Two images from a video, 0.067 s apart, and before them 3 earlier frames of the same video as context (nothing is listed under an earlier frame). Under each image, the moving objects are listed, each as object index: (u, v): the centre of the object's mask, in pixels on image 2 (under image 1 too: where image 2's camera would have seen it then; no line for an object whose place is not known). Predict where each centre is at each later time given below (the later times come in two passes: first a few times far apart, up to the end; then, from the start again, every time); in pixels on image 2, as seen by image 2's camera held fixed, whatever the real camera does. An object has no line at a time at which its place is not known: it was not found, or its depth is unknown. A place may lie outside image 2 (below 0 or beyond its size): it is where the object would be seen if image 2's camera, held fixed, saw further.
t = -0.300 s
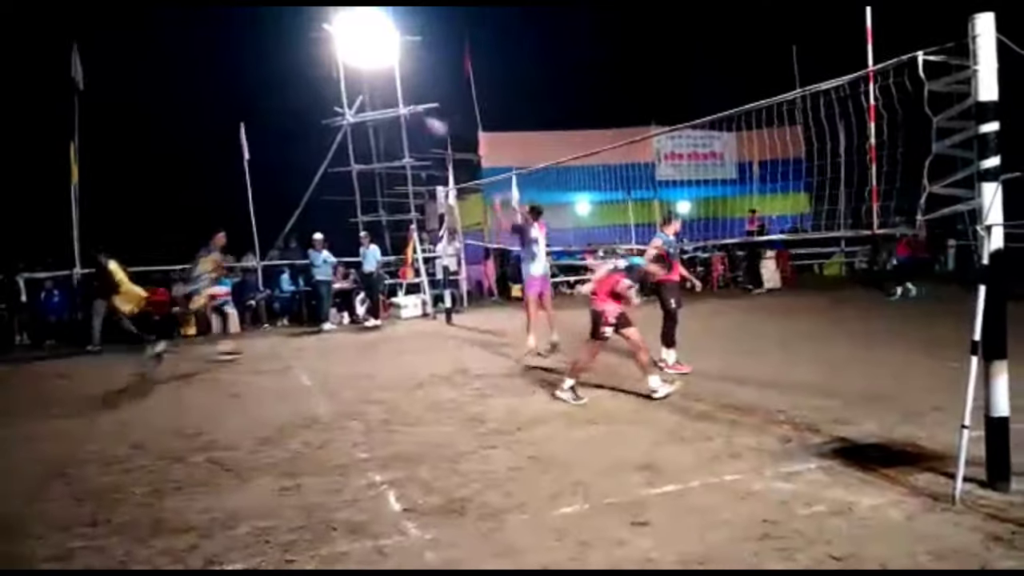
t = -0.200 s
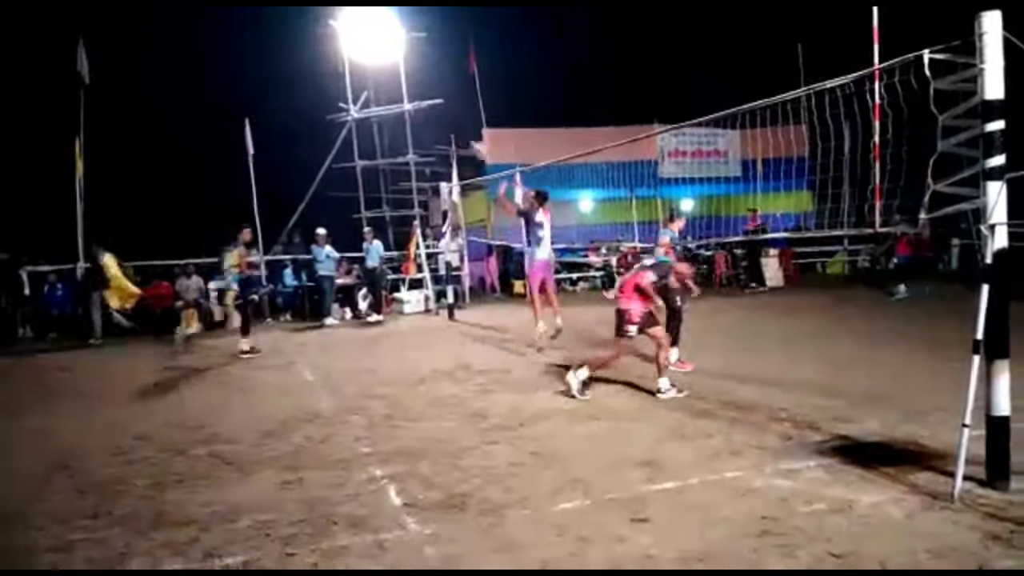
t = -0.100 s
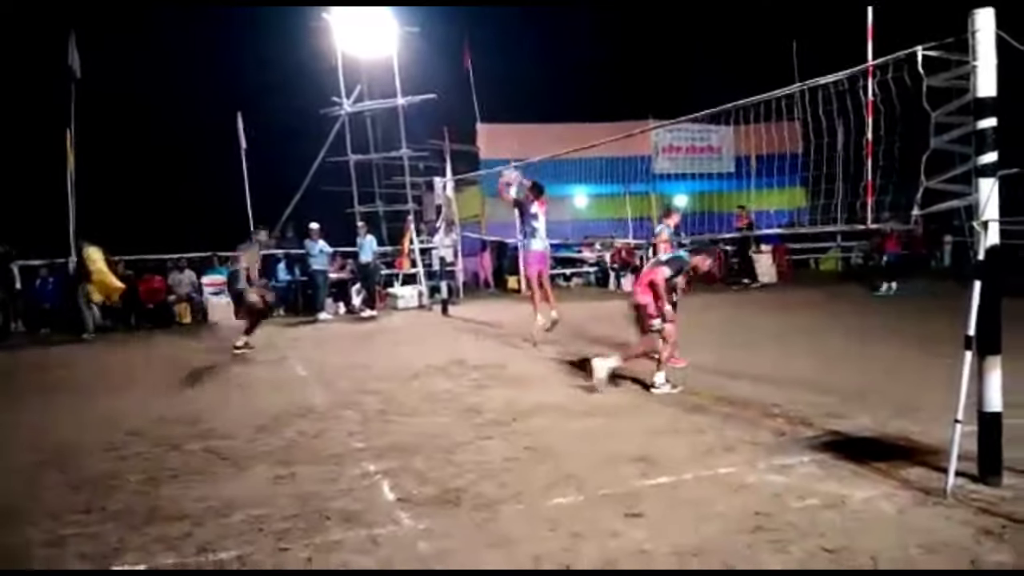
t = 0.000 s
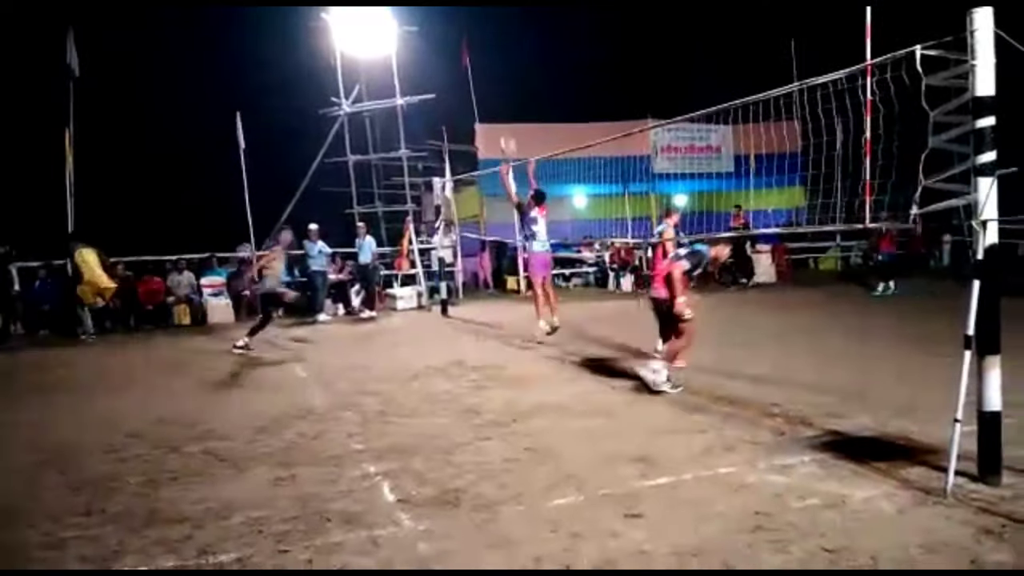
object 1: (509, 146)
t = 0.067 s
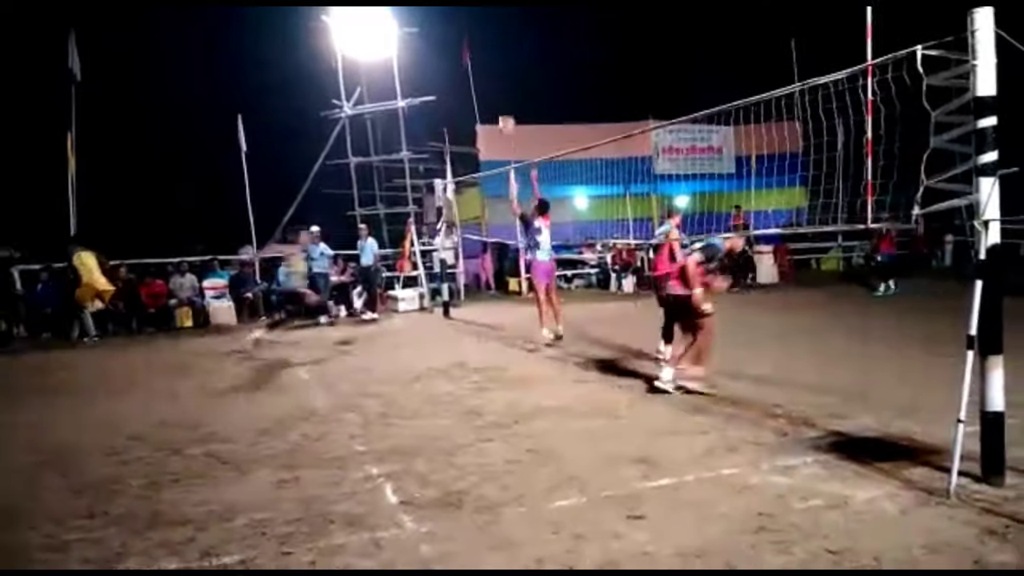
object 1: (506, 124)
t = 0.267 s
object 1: (498, 78)
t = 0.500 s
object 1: (491, 65)
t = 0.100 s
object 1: (505, 115)
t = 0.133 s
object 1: (503, 106)
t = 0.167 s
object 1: (502, 97)
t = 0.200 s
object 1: (501, 90)
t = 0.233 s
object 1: (499, 83)
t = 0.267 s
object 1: (498, 78)
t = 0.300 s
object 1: (497, 74)
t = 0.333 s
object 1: (496, 70)
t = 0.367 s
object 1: (495, 67)
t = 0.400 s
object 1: (493, 66)
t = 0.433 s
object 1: (492, 65)
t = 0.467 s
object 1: (492, 65)
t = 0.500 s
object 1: (491, 65)
